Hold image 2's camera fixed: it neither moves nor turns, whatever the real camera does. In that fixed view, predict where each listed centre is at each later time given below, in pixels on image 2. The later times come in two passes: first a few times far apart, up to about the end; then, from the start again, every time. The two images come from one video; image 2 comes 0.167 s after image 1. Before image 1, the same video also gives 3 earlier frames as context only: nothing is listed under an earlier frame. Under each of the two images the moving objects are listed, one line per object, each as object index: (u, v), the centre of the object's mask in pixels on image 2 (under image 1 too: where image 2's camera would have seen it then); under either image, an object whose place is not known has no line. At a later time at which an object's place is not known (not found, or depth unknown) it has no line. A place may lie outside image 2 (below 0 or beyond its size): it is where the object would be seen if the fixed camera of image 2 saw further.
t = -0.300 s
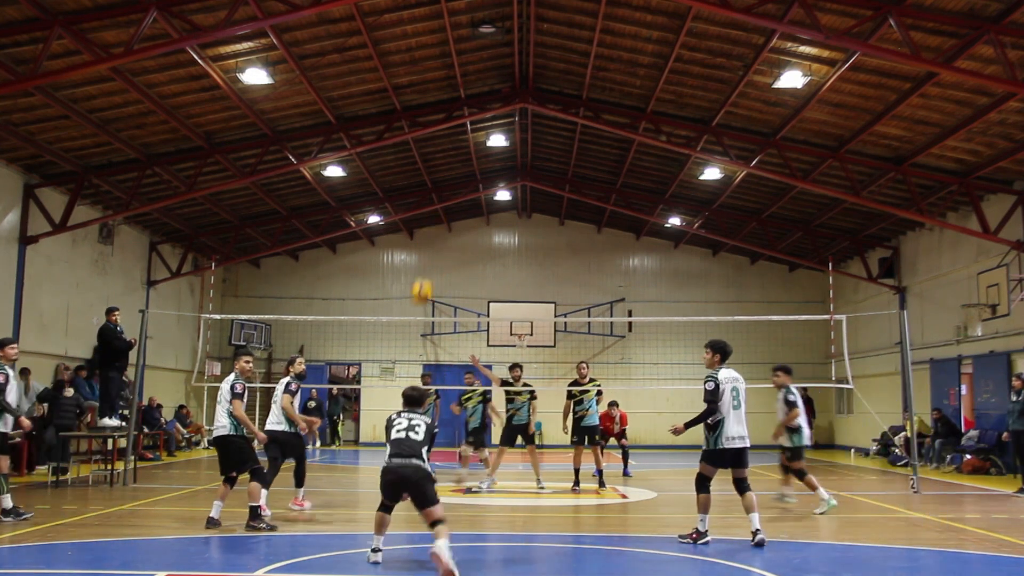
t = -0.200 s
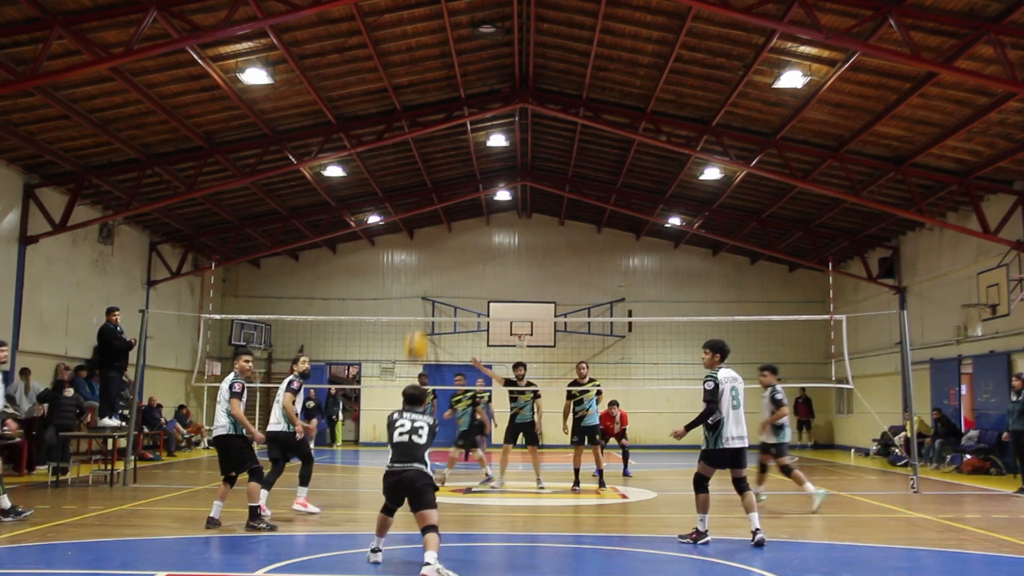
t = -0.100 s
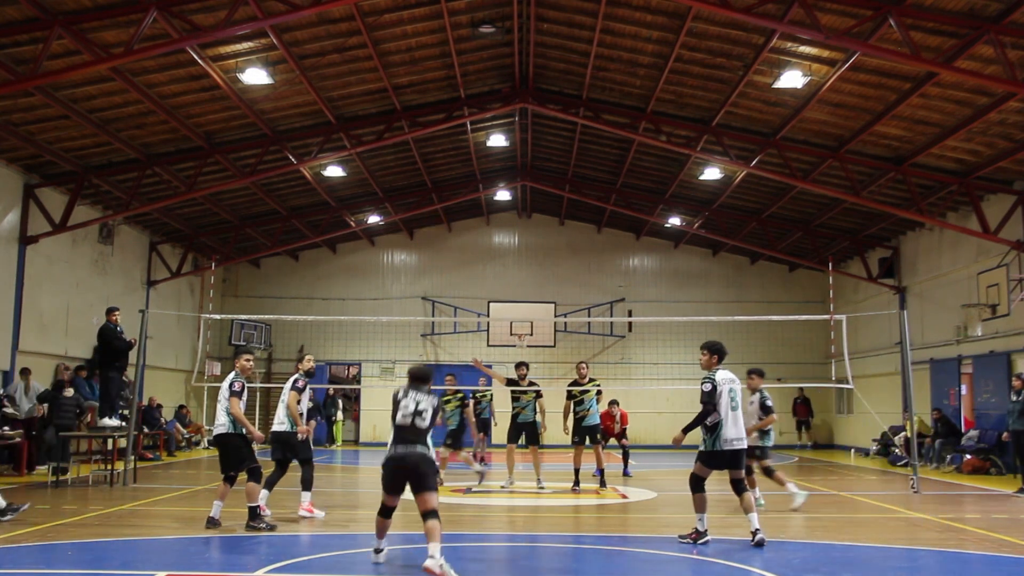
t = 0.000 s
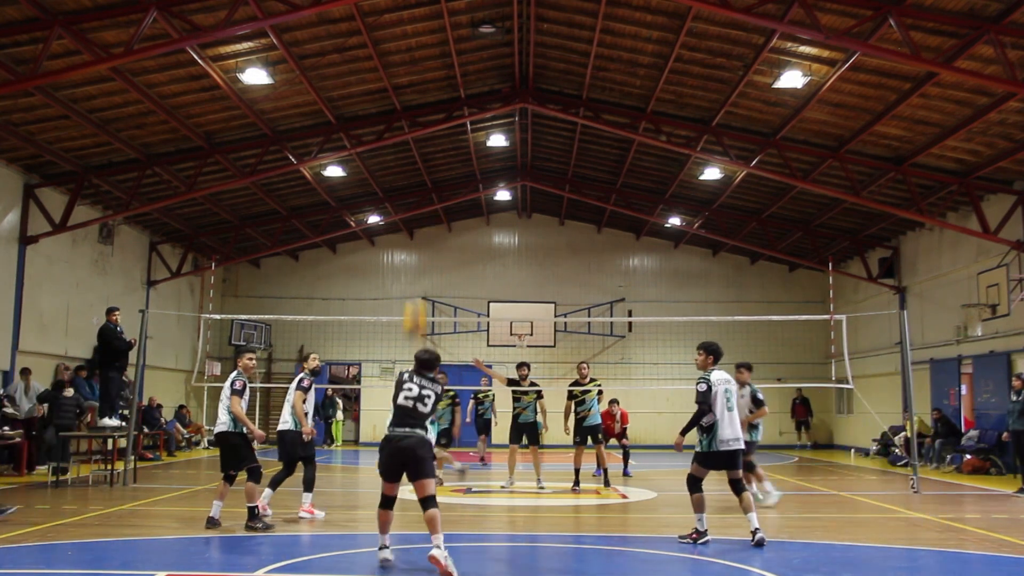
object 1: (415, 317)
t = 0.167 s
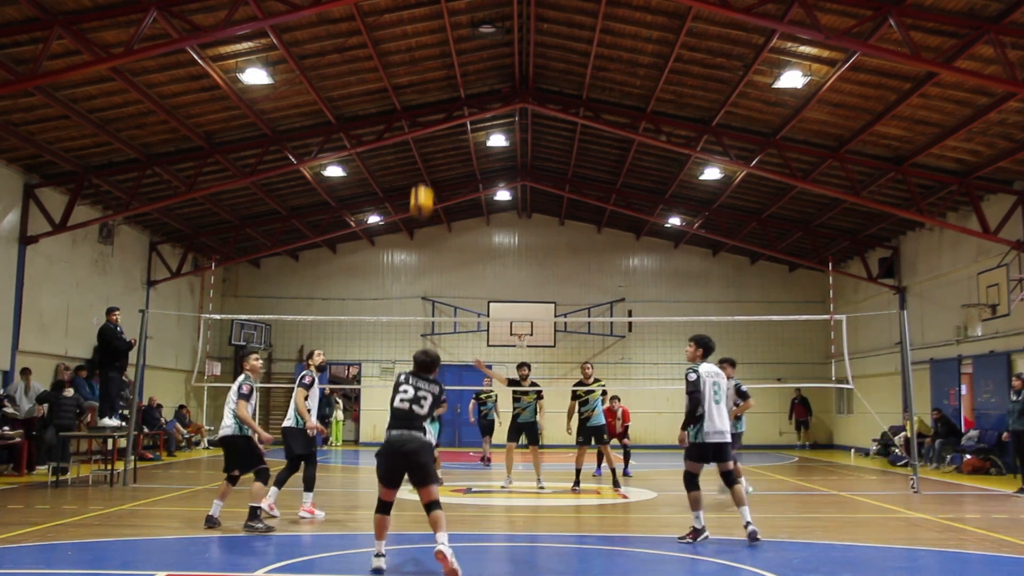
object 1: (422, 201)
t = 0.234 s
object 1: (423, 167)
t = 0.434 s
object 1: (427, 101)
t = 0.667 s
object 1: (430, 79)
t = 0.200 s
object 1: (422, 184)
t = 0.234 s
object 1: (423, 167)
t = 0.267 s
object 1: (424, 153)
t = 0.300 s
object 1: (425, 140)
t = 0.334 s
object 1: (426, 128)
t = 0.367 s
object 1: (426, 117)
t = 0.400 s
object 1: (426, 109)
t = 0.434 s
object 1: (427, 101)
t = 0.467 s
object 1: (428, 94)
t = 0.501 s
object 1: (428, 89)
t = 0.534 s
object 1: (429, 85)
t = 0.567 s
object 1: (429, 82)
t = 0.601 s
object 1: (429, 80)
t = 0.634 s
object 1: (430, 79)
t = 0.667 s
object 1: (430, 79)
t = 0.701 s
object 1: (430, 79)
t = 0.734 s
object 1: (431, 81)
